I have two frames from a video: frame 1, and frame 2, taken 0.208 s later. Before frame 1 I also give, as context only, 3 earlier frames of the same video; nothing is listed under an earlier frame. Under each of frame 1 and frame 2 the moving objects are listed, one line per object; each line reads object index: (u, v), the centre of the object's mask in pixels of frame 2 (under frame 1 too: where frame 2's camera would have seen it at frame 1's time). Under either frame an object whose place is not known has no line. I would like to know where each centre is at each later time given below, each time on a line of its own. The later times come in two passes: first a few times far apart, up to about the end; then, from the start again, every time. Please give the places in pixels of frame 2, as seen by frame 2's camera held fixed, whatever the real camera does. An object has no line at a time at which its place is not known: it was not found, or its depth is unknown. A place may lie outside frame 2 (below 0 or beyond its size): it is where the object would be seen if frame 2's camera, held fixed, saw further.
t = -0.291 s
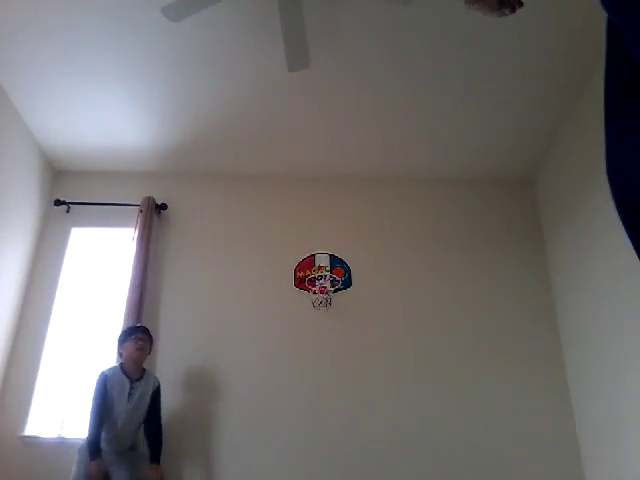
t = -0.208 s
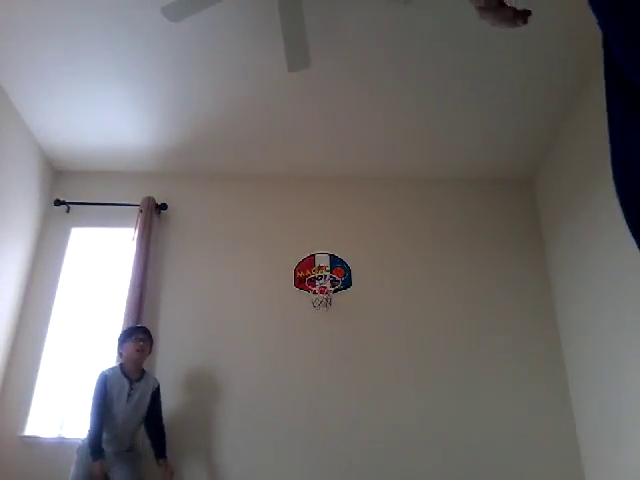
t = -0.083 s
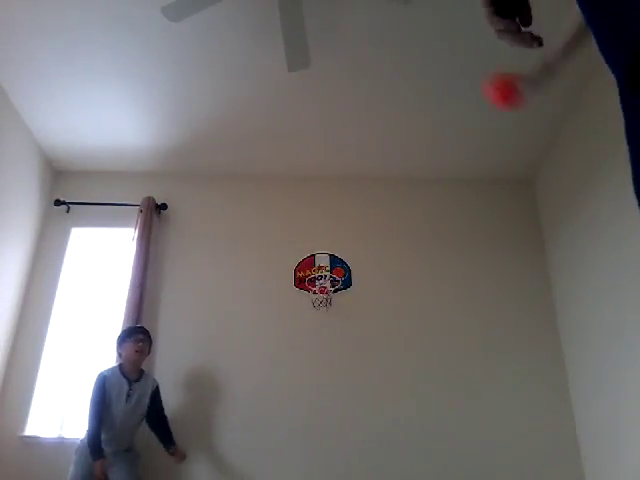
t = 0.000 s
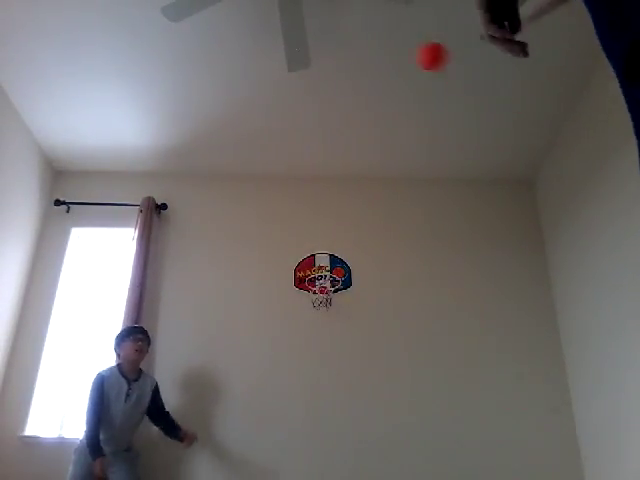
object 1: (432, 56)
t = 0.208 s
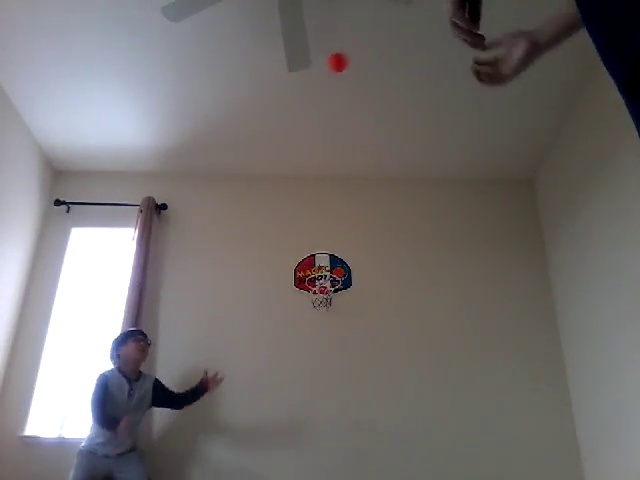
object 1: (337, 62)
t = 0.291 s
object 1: (314, 83)
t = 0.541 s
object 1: (263, 184)
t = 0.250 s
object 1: (325, 71)
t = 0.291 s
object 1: (314, 83)
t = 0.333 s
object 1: (304, 96)
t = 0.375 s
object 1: (295, 110)
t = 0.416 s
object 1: (287, 127)
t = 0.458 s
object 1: (278, 144)
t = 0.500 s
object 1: (270, 164)
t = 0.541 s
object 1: (263, 184)
